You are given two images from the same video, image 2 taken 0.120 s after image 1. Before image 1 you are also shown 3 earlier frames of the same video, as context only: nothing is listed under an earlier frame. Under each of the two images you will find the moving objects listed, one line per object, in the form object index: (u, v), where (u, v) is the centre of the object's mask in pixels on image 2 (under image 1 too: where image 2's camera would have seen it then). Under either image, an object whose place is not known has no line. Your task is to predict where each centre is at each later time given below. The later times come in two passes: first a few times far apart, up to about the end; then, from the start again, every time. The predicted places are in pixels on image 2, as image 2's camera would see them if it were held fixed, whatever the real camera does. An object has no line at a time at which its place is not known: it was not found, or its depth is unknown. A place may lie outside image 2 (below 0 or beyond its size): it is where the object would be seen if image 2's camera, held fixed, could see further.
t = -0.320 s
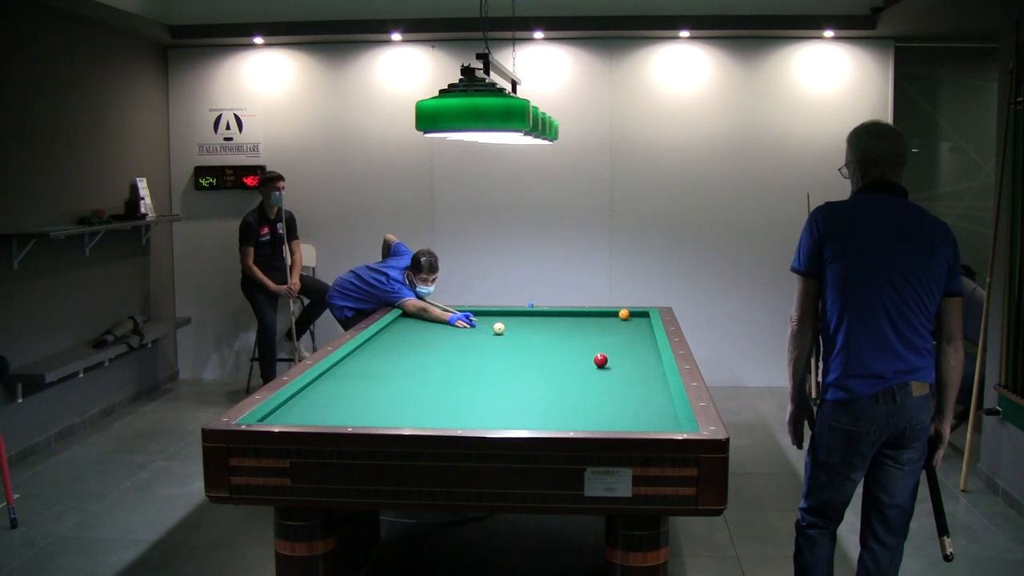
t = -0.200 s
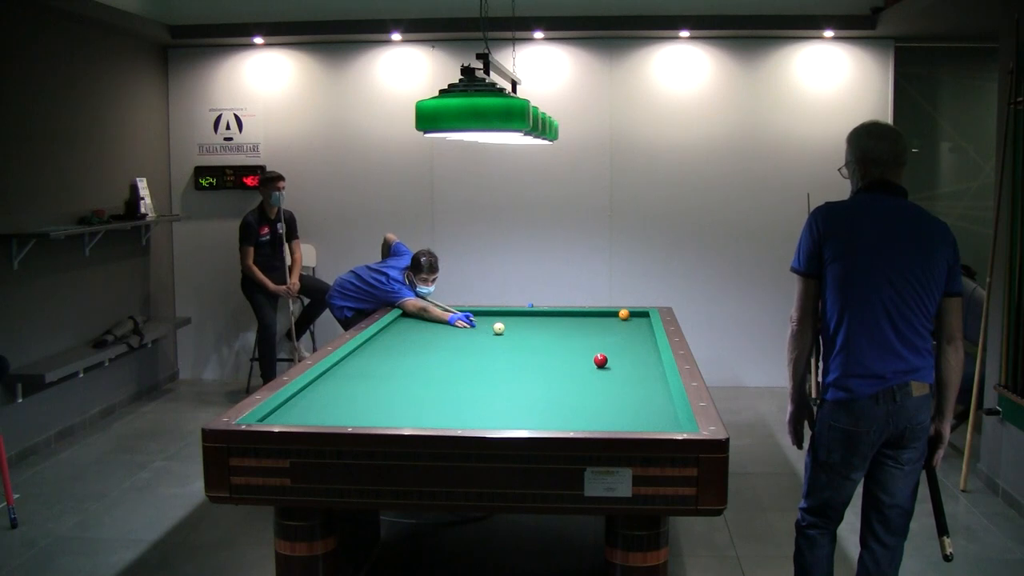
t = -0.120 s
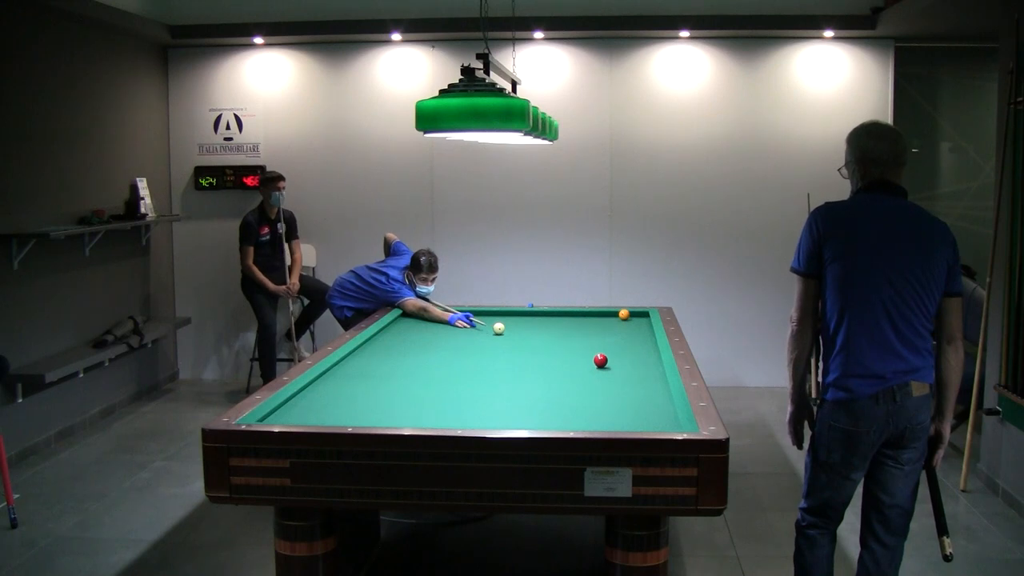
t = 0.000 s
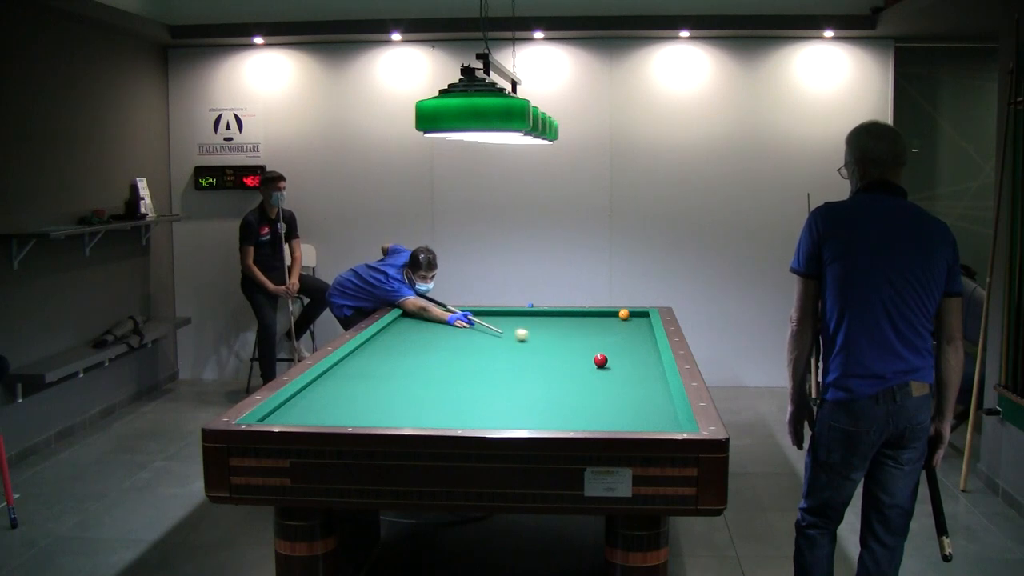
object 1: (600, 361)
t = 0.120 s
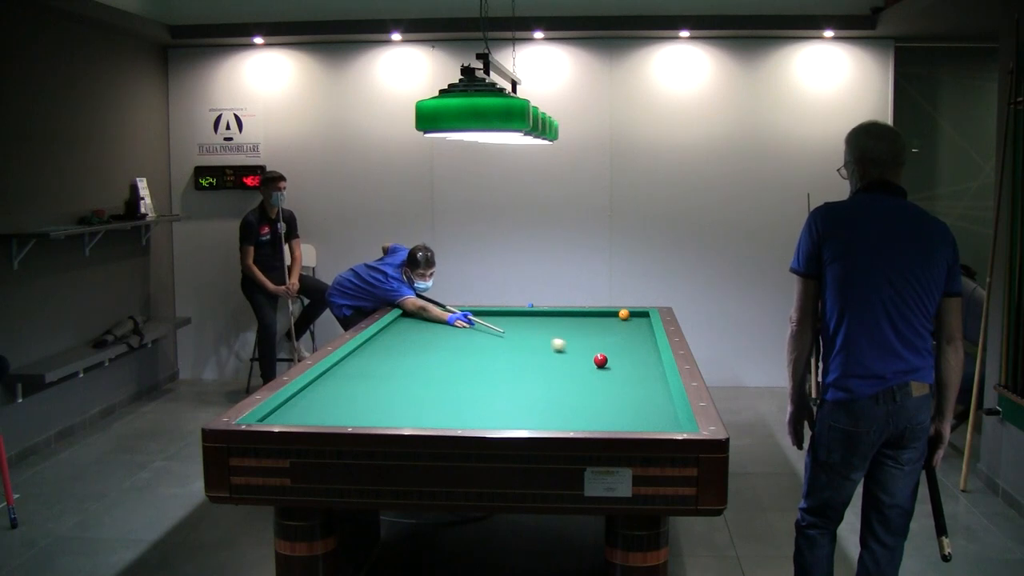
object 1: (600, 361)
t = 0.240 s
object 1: (600, 361)
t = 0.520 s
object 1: (578, 376)
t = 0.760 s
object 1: (558, 389)
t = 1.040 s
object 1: (532, 406)
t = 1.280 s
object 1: (507, 420)
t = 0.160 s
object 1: (600, 361)
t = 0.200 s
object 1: (600, 361)
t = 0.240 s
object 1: (600, 361)
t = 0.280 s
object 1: (599, 362)
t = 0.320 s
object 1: (595, 365)
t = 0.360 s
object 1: (591, 367)
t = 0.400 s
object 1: (588, 369)
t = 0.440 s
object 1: (584, 371)
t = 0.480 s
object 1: (581, 374)
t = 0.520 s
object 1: (578, 376)
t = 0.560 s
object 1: (574, 378)
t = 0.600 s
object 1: (571, 380)
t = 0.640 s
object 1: (568, 382)
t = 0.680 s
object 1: (565, 384)
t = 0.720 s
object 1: (561, 387)
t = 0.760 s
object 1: (558, 389)
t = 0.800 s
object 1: (554, 391)
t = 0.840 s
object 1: (551, 394)
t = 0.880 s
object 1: (547, 396)
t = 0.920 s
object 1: (543, 398)
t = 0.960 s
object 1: (539, 401)
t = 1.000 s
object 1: (536, 404)
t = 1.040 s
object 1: (532, 406)
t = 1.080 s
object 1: (528, 409)
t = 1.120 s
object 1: (524, 411)
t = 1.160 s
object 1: (520, 414)
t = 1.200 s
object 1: (515, 417)
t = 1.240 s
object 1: (511, 419)
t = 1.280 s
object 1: (507, 420)
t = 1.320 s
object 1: (502, 422)
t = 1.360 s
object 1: (498, 423)
